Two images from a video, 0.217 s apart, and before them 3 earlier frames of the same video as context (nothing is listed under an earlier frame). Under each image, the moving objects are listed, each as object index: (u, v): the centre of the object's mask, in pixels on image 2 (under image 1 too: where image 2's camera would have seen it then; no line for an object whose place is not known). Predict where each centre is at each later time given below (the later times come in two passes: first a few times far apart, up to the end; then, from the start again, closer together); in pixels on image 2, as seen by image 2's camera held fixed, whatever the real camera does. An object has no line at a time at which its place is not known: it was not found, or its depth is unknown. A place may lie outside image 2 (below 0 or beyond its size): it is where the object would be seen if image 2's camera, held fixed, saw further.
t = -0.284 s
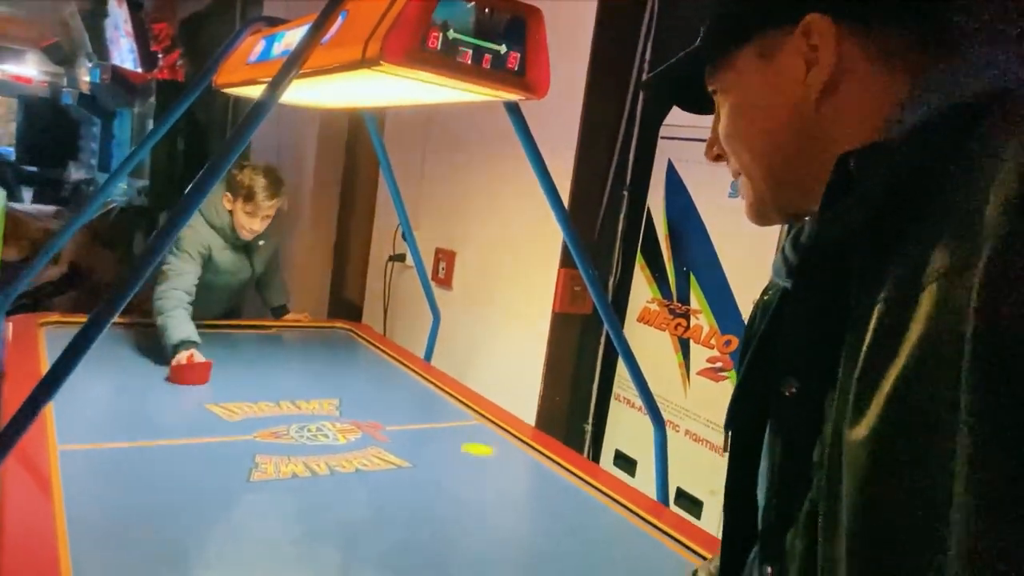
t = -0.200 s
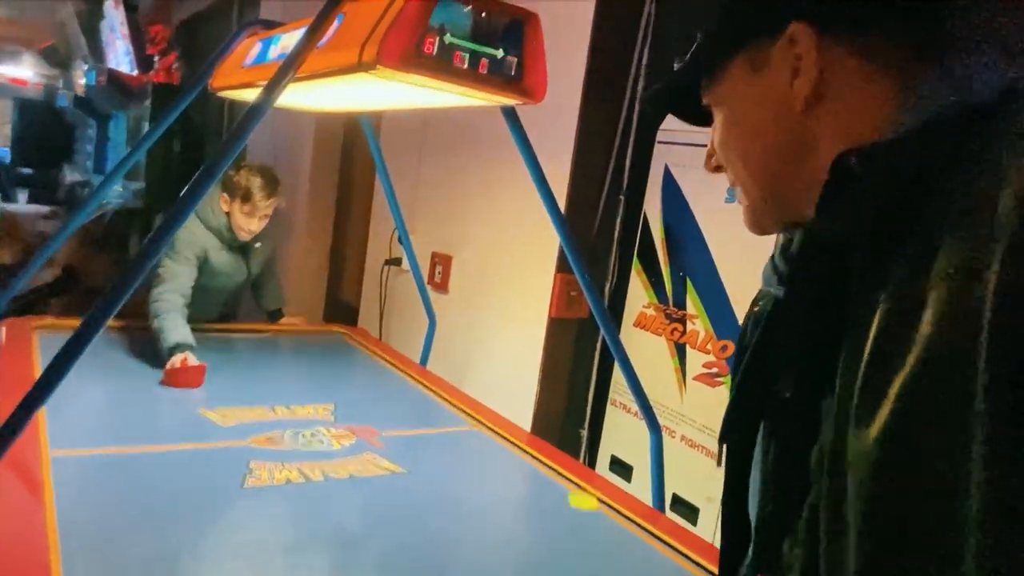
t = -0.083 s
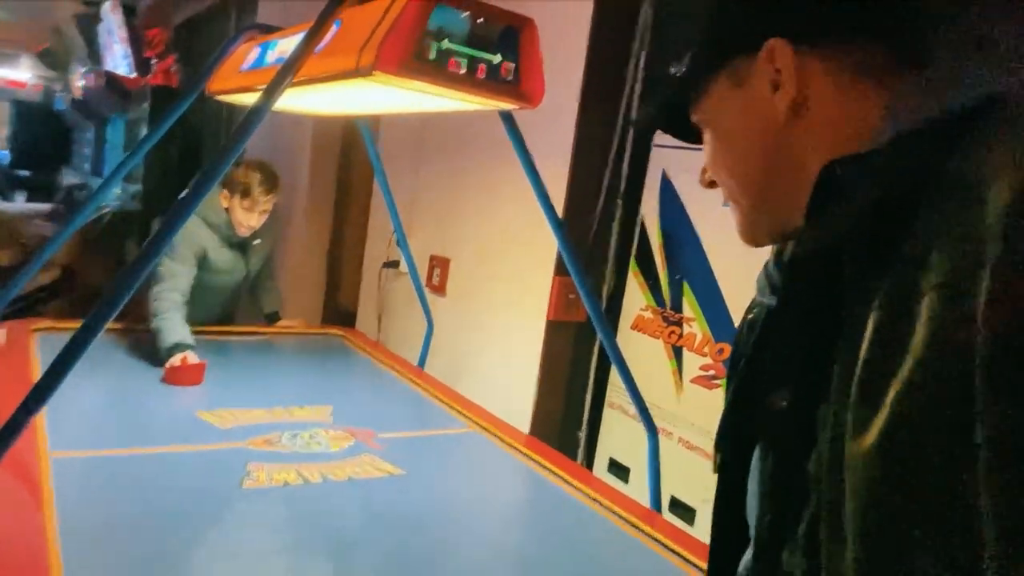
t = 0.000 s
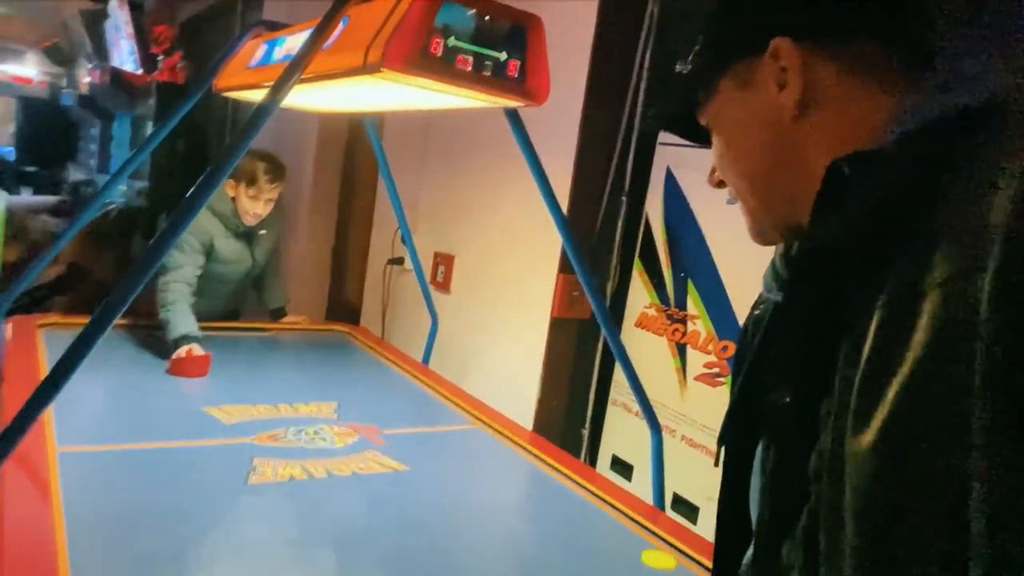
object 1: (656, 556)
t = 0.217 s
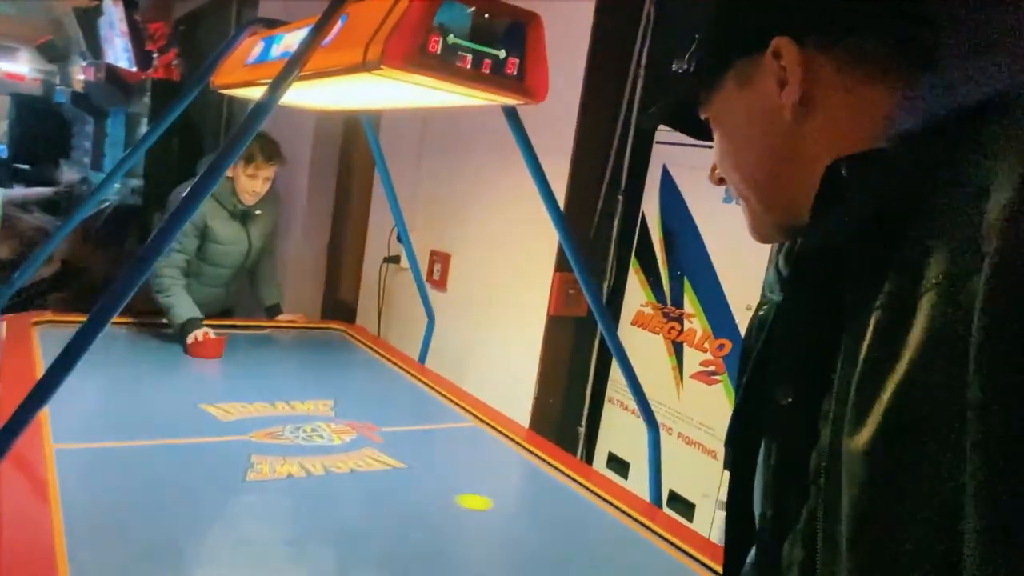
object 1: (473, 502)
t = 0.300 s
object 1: (396, 486)
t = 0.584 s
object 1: (151, 436)
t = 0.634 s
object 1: (110, 428)
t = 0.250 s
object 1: (442, 495)
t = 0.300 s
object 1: (396, 486)
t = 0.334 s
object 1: (367, 480)
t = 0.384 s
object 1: (323, 471)
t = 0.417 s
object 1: (294, 465)
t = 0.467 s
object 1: (249, 456)
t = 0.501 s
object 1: (220, 451)
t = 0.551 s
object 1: (178, 442)
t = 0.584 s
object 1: (151, 436)
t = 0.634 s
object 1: (110, 428)
